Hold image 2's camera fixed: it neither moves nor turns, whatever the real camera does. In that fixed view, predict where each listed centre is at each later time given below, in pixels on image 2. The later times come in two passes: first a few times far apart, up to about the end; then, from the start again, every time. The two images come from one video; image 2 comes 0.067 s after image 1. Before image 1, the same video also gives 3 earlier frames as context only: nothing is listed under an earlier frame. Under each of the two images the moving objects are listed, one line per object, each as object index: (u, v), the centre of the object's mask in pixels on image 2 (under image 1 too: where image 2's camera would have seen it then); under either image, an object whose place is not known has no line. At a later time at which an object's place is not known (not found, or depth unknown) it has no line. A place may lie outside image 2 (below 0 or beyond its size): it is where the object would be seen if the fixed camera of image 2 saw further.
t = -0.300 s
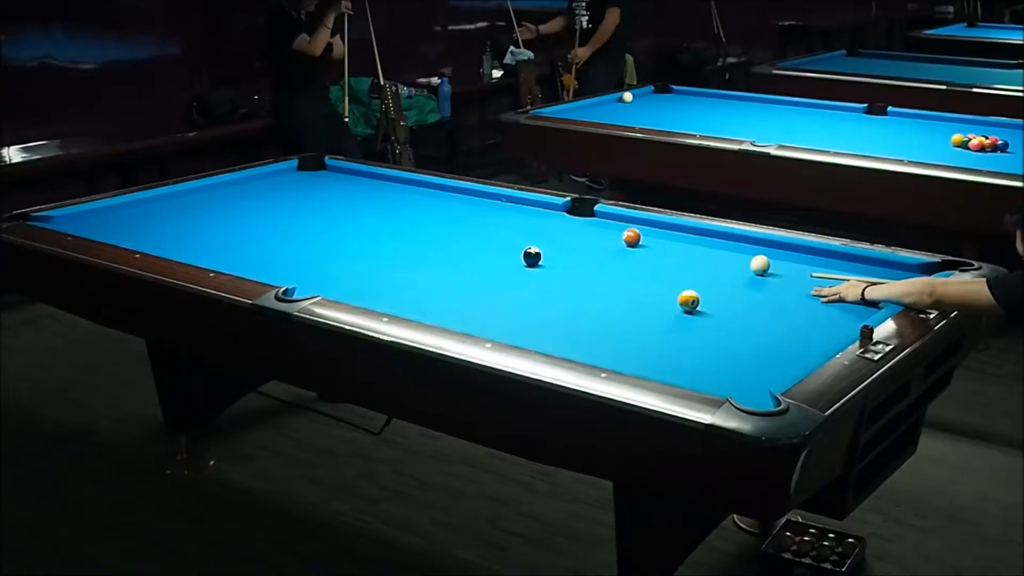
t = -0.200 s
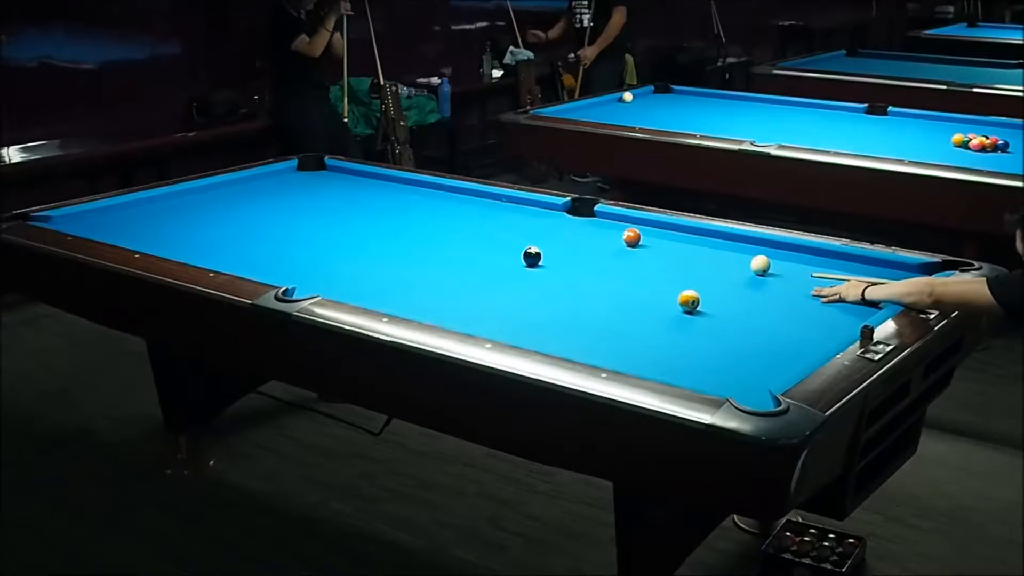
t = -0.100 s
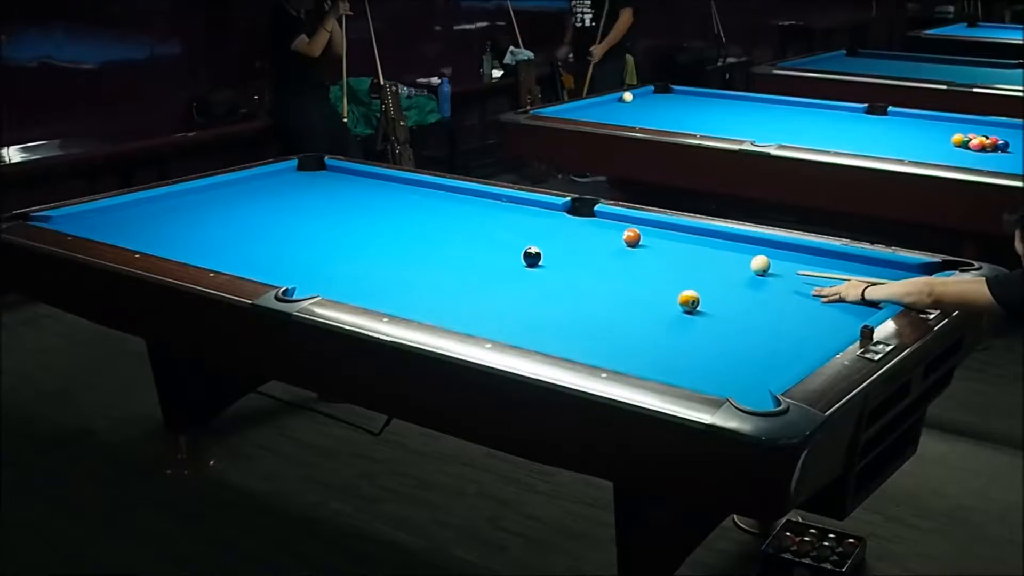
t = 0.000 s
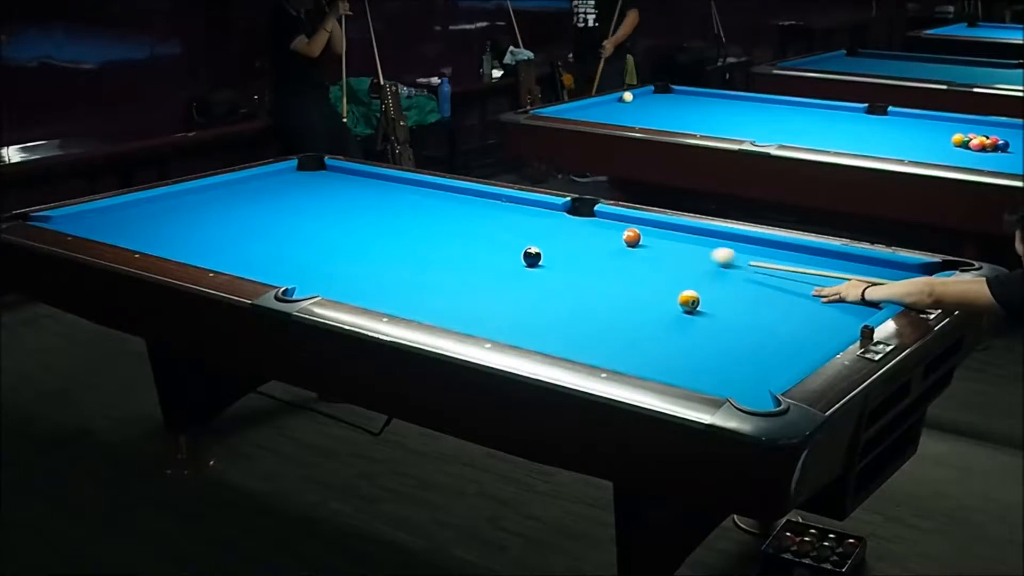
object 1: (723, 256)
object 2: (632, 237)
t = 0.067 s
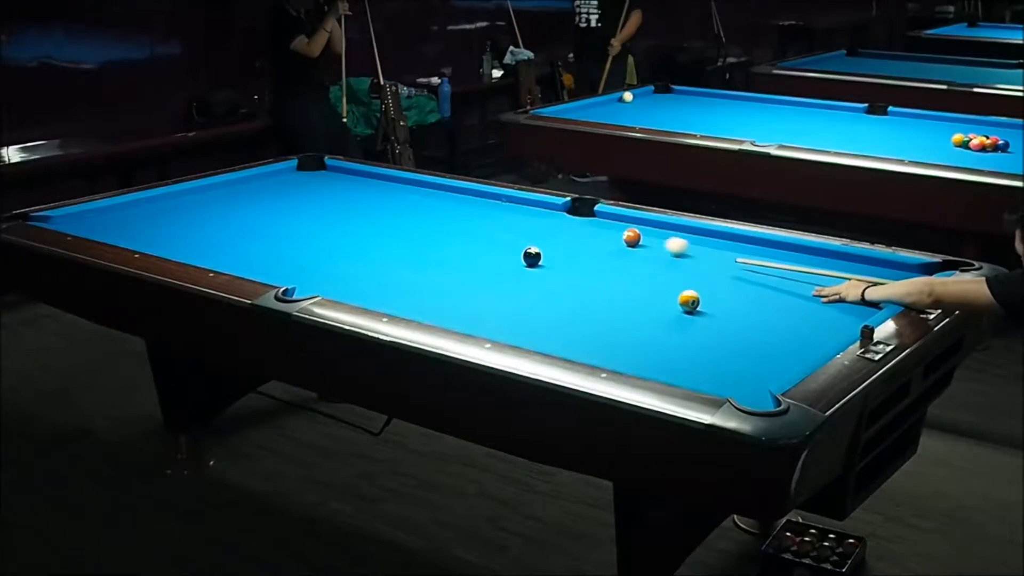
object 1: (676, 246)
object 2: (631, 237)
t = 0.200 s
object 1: (644, 240)
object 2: (584, 227)
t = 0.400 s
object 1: (640, 239)
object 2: (500, 209)
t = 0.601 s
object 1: (637, 238)
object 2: (435, 196)
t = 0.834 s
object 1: (634, 238)
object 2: (367, 181)
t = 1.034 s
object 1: (633, 237)
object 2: (315, 170)
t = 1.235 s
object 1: (633, 237)
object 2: (333, 169)
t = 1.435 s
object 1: (633, 237)
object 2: (348, 174)
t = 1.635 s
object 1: (633, 237)
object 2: (363, 180)
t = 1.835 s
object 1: (633, 237)
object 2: (379, 186)
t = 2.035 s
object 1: (633, 237)
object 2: (394, 192)
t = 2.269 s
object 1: (633, 237)
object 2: (412, 198)
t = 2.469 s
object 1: (633, 237)
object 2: (428, 204)
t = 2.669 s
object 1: (633, 237)
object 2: (443, 210)
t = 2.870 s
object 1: (633, 237)
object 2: (459, 216)
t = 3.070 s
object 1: (633, 237)
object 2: (475, 221)
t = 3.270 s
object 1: (633, 237)
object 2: (490, 227)
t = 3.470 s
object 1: (633, 237)
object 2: (505, 233)
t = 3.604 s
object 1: (633, 237)
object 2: (516, 237)
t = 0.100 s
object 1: (655, 241)
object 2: (632, 237)
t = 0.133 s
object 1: (646, 240)
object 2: (620, 234)
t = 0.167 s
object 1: (645, 240)
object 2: (601, 231)
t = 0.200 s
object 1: (644, 240)
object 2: (584, 227)
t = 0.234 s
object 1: (644, 240)
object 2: (568, 223)
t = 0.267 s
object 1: (643, 239)
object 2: (552, 220)
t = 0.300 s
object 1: (642, 239)
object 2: (538, 217)
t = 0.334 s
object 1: (641, 239)
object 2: (525, 215)
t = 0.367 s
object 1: (641, 239)
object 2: (512, 212)
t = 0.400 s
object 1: (640, 239)
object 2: (500, 209)
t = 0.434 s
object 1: (639, 239)
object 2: (489, 207)
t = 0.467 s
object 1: (639, 239)
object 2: (478, 205)
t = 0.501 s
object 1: (638, 238)
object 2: (466, 202)
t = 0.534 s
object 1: (638, 238)
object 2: (456, 200)
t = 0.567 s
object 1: (637, 238)
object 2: (446, 198)
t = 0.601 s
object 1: (637, 238)
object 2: (435, 196)
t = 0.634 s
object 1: (636, 238)
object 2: (425, 194)
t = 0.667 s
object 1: (636, 238)
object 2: (415, 191)
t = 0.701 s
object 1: (635, 238)
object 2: (406, 189)
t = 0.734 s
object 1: (635, 238)
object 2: (396, 187)
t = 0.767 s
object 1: (635, 238)
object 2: (386, 185)
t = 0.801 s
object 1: (634, 238)
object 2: (376, 183)
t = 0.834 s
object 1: (634, 238)
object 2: (367, 181)
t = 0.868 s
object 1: (634, 237)
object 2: (358, 179)
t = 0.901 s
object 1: (633, 237)
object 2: (349, 177)
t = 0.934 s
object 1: (633, 237)
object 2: (340, 176)
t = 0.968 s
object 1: (633, 237)
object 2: (331, 173)
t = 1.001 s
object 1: (633, 237)
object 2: (323, 172)
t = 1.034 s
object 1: (633, 237)
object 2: (315, 170)
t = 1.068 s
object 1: (633, 237)
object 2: (306, 168)
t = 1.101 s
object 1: (633, 237)
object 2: (302, 167)
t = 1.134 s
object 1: (633, 237)
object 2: (311, 167)
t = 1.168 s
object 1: (633, 237)
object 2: (320, 168)
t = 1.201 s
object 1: (633, 237)
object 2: (328, 168)
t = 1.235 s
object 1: (633, 237)
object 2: (333, 169)
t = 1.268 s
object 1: (633, 237)
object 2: (335, 170)
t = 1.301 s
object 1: (633, 237)
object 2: (338, 171)
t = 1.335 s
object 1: (633, 237)
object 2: (340, 171)
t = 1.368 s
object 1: (633, 237)
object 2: (343, 172)
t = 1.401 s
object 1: (633, 237)
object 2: (345, 173)
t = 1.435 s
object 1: (633, 237)
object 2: (348, 174)
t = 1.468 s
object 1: (633, 237)
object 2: (350, 175)
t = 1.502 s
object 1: (633, 237)
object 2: (353, 176)
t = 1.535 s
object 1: (633, 237)
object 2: (356, 177)
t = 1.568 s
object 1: (633, 237)
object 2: (358, 178)
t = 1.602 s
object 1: (633, 237)
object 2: (361, 179)
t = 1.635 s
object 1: (633, 237)
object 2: (363, 180)
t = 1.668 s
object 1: (633, 237)
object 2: (366, 181)
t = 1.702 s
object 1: (633, 237)
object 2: (368, 182)
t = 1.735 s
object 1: (633, 237)
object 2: (371, 183)
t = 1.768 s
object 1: (633, 237)
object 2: (373, 184)
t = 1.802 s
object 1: (633, 237)
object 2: (376, 185)
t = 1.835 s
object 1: (633, 237)
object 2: (379, 186)
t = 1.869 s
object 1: (633, 237)
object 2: (381, 187)
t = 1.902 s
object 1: (633, 237)
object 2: (384, 187)
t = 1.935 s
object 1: (633, 237)
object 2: (386, 188)
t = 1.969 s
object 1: (633, 237)
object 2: (389, 189)
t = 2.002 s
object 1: (633, 237)
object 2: (391, 190)
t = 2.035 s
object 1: (633, 237)
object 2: (394, 192)
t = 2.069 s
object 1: (633, 237)
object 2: (397, 193)
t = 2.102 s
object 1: (633, 237)
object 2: (399, 193)
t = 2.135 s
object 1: (633, 237)
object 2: (402, 194)
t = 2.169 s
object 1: (633, 237)
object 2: (404, 195)
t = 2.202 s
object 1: (633, 237)
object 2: (407, 196)
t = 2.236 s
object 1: (633, 237)
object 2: (409, 197)
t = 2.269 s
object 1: (633, 237)
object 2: (412, 198)
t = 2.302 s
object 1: (633, 237)
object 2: (415, 199)
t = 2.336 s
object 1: (633, 237)
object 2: (417, 200)
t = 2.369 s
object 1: (633, 237)
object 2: (420, 201)
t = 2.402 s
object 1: (633, 237)
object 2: (423, 202)
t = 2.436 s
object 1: (633, 237)
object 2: (425, 203)
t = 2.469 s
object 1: (633, 237)
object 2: (428, 204)
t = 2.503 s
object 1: (633, 237)
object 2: (430, 205)
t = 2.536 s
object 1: (633, 237)
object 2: (433, 206)
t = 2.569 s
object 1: (633, 237)
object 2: (435, 207)
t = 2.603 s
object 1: (633, 237)
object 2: (438, 208)
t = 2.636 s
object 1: (633, 237)
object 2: (441, 209)
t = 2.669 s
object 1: (633, 237)
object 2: (443, 210)
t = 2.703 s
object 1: (633, 237)
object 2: (446, 211)
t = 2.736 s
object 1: (633, 237)
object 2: (448, 212)
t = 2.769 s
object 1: (633, 237)
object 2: (451, 213)
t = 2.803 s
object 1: (633, 237)
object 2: (454, 214)
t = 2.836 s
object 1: (633, 237)
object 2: (456, 215)
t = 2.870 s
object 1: (633, 237)
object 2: (459, 216)
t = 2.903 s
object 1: (633, 237)
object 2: (461, 216)
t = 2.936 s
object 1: (633, 237)
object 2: (464, 217)
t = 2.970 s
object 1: (633, 237)
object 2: (467, 218)
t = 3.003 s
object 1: (633, 237)
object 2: (469, 219)
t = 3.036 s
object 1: (633, 237)
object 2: (472, 220)
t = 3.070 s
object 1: (633, 237)
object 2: (475, 221)
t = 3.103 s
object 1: (633, 237)
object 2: (477, 222)
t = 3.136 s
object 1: (633, 237)
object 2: (480, 223)
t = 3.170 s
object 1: (633, 237)
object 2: (482, 224)
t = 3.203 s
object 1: (633, 237)
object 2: (485, 225)
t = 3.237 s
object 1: (633, 237)
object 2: (487, 226)
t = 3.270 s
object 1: (633, 237)
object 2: (490, 227)
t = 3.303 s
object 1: (633, 237)
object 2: (493, 228)
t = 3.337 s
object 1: (633, 237)
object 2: (495, 229)
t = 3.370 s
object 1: (633, 237)
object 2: (498, 230)
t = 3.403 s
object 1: (633, 237)
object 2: (500, 231)
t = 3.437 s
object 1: (633, 238)
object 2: (503, 232)
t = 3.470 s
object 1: (633, 237)
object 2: (505, 233)
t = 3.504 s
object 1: (633, 237)
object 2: (508, 234)
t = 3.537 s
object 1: (633, 237)
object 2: (511, 235)
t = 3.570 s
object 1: (633, 237)
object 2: (513, 236)
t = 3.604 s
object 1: (633, 237)
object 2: (516, 237)
